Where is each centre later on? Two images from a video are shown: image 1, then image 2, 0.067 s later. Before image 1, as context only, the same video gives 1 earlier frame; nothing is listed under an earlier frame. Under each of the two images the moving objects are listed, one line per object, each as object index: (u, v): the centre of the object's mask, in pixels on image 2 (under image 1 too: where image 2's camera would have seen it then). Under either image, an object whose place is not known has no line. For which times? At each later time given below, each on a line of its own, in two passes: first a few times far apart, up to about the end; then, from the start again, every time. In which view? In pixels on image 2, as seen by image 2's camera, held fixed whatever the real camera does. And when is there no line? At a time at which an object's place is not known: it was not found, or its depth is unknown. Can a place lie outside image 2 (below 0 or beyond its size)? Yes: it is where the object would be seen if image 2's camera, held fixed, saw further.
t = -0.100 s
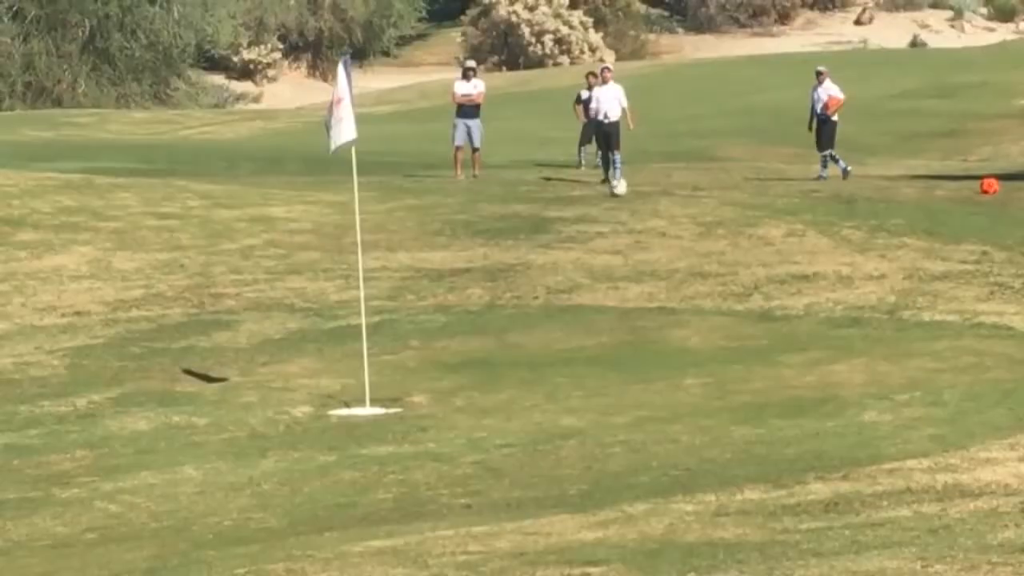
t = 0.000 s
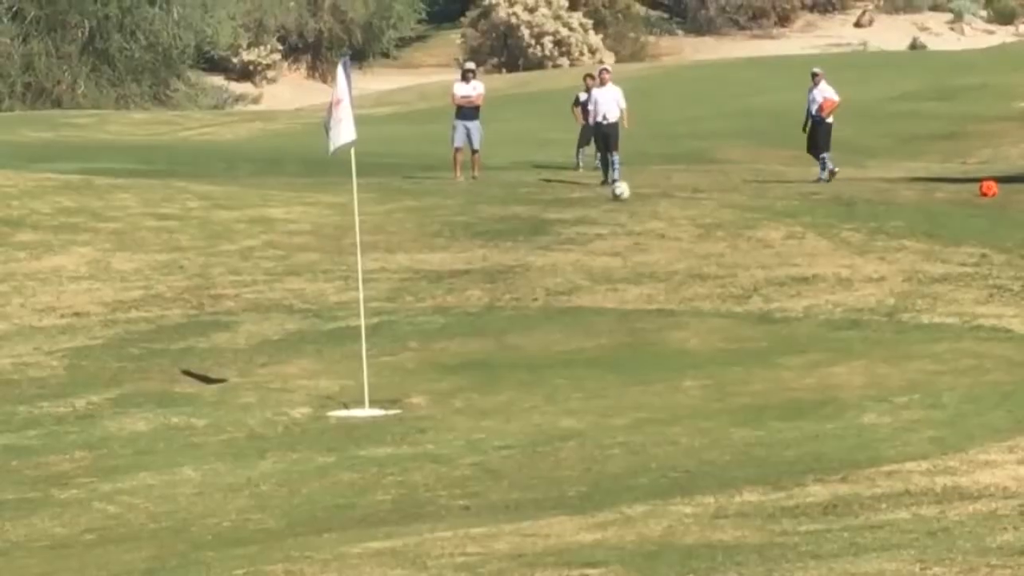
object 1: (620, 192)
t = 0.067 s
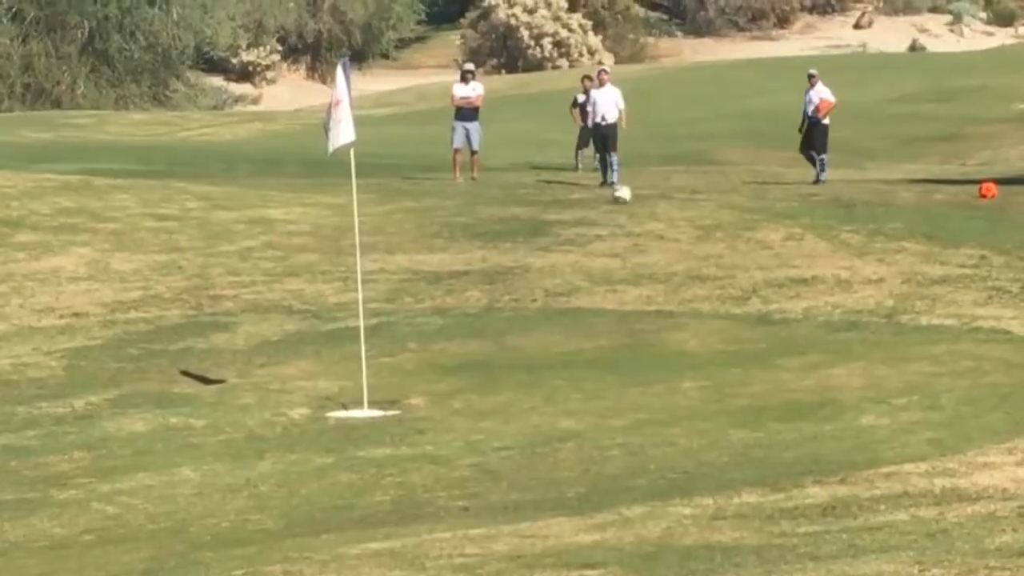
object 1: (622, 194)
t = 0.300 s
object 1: (628, 200)
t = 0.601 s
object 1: (635, 209)
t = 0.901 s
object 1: (640, 219)
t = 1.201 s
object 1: (647, 229)
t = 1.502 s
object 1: (654, 241)
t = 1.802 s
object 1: (659, 250)
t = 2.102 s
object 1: (664, 261)
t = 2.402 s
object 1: (667, 272)
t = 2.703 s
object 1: (666, 282)
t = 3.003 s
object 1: (662, 294)
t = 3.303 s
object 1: (656, 304)
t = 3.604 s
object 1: (646, 314)
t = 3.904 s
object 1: (632, 324)
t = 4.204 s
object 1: (612, 334)
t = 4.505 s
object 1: (586, 342)
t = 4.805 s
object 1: (556, 351)
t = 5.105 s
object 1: (524, 358)
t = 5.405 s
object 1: (491, 367)
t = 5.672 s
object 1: (459, 374)
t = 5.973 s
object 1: (423, 380)
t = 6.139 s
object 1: (401, 390)
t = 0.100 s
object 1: (622, 195)
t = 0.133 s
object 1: (623, 195)
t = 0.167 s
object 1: (624, 196)
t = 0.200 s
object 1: (625, 197)
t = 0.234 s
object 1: (625, 198)
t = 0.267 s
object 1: (626, 199)
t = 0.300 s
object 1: (628, 200)
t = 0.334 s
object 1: (629, 200)
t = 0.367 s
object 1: (630, 202)
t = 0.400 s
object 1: (630, 203)
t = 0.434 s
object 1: (631, 204)
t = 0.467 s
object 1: (632, 205)
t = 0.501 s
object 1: (633, 206)
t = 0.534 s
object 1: (633, 207)
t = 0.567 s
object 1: (633, 208)
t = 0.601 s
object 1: (635, 209)
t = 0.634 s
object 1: (635, 210)
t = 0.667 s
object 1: (636, 211)
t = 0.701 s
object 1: (636, 212)
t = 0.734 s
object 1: (637, 213)
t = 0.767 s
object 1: (639, 215)
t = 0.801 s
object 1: (639, 216)
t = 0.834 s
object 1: (639, 217)
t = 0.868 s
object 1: (640, 218)
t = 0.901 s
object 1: (640, 219)
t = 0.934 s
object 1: (641, 221)
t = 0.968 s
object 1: (642, 221)
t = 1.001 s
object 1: (642, 222)
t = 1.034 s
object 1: (642, 223)
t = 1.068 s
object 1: (643, 225)
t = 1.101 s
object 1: (645, 227)
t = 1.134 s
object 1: (645, 228)
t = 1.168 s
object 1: (646, 229)
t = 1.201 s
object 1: (647, 229)
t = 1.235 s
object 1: (648, 231)
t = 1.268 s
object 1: (649, 232)
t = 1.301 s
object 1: (650, 233)
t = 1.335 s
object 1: (650, 234)
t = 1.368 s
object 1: (650, 235)
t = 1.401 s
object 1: (650, 236)
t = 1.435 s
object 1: (652, 238)
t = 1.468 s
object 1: (652, 239)
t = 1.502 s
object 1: (654, 241)
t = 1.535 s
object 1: (655, 241)
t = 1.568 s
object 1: (655, 243)
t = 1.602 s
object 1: (656, 244)
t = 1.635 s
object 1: (656, 245)
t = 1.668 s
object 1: (657, 246)
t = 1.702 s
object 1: (657, 248)
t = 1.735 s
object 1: (658, 249)
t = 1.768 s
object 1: (659, 249)
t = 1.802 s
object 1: (659, 250)
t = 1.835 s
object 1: (660, 251)
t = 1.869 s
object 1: (661, 254)
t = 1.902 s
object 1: (661, 254)
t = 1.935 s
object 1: (662, 256)
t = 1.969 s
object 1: (662, 257)
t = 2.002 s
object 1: (662, 258)
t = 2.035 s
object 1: (663, 260)
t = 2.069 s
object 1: (663, 260)
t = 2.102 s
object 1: (664, 261)
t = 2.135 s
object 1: (664, 263)
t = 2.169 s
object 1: (665, 264)
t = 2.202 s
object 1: (665, 265)
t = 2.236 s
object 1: (666, 266)
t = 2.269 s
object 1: (665, 267)
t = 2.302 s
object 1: (665, 268)
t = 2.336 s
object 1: (665, 269)
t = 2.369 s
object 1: (666, 270)
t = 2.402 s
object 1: (667, 272)
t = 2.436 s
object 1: (666, 273)
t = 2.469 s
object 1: (667, 273)
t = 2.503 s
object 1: (666, 275)
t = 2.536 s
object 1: (667, 276)
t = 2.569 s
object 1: (666, 277)
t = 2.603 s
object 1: (667, 278)
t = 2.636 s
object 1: (667, 279)
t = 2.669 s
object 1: (667, 281)
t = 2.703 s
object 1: (666, 282)
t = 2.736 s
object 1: (666, 284)
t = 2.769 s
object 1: (666, 284)
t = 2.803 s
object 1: (665, 286)
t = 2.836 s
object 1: (665, 287)
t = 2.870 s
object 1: (665, 288)
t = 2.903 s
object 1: (664, 290)
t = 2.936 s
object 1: (664, 291)
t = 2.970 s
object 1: (663, 292)
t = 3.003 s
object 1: (662, 294)
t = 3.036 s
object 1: (662, 295)
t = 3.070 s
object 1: (661, 296)
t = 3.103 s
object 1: (661, 298)
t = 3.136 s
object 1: (660, 298)
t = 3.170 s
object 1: (660, 299)
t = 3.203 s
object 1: (659, 301)
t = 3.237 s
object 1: (658, 301)
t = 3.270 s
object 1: (657, 302)
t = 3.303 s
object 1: (656, 304)
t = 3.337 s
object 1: (655, 305)
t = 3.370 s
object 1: (654, 306)
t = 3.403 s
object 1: (653, 307)
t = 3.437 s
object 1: (652, 309)
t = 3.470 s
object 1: (651, 310)
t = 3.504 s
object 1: (650, 311)
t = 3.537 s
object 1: (649, 312)
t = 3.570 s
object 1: (647, 313)
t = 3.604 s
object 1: (646, 314)
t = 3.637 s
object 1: (644, 316)
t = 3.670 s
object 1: (643, 316)
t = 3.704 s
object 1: (642, 317)
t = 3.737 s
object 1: (640, 318)
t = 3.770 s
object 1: (638, 320)
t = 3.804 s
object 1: (636, 321)
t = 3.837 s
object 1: (635, 321)
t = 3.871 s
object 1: (633, 323)
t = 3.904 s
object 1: (632, 324)
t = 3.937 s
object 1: (630, 325)
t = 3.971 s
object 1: (627, 327)
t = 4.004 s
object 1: (625, 327)
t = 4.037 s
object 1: (623, 328)
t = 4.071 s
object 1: (621, 330)
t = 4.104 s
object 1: (620, 330)
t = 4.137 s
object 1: (617, 331)
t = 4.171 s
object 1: (614, 333)
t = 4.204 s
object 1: (612, 334)
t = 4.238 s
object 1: (609, 335)
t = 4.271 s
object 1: (606, 336)
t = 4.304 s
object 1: (603, 337)
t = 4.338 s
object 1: (601, 338)
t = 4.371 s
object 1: (598, 339)
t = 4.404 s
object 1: (594, 339)
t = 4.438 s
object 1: (591, 340)
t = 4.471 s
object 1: (588, 341)
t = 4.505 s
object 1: (586, 342)
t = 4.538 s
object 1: (583, 343)
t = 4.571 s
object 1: (580, 343)
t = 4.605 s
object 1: (576, 345)
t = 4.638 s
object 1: (573, 346)
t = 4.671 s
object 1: (570, 347)
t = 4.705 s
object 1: (567, 348)
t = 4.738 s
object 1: (562, 349)
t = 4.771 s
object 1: (559, 350)
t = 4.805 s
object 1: (556, 351)
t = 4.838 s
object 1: (552, 352)
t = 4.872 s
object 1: (549, 352)
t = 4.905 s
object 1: (545, 353)
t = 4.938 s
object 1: (542, 354)
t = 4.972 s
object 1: (538, 355)
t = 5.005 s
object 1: (535, 356)
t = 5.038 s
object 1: (531, 356)
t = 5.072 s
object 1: (528, 357)
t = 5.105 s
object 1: (524, 358)
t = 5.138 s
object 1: (520, 359)
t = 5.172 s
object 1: (517, 360)
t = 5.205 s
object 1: (513, 361)
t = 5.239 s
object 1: (510, 362)
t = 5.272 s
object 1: (506, 363)
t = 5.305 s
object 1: (502, 364)
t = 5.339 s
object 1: (499, 365)
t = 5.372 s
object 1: (495, 366)
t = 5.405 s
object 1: (491, 367)
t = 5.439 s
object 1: (487, 368)
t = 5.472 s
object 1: (483, 369)
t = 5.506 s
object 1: (479, 369)
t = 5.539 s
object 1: (476, 370)
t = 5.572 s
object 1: (472, 371)
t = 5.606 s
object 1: (467, 371)
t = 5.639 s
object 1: (463, 372)
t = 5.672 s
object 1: (459, 374)
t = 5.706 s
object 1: (455, 374)
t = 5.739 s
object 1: (451, 375)
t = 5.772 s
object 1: (448, 375)
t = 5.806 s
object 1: (444, 375)
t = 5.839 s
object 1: (440, 376)
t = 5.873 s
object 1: (436, 377)
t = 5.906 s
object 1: (432, 378)
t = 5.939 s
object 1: (428, 379)
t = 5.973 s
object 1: (423, 380)
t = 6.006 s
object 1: (419, 381)
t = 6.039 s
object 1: (415, 382)
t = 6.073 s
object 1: (410, 384)
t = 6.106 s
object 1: (405, 386)
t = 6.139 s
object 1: (401, 390)
